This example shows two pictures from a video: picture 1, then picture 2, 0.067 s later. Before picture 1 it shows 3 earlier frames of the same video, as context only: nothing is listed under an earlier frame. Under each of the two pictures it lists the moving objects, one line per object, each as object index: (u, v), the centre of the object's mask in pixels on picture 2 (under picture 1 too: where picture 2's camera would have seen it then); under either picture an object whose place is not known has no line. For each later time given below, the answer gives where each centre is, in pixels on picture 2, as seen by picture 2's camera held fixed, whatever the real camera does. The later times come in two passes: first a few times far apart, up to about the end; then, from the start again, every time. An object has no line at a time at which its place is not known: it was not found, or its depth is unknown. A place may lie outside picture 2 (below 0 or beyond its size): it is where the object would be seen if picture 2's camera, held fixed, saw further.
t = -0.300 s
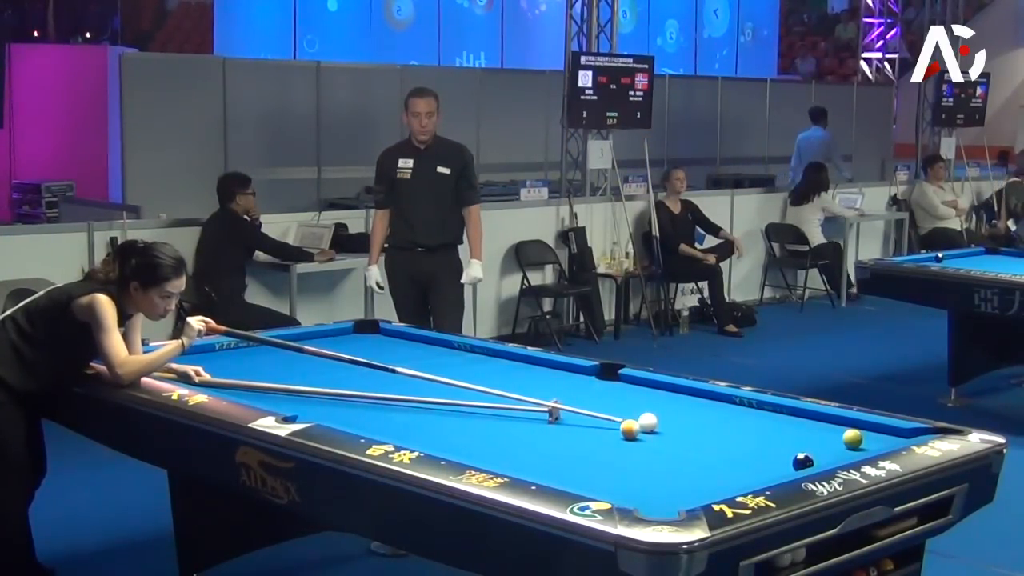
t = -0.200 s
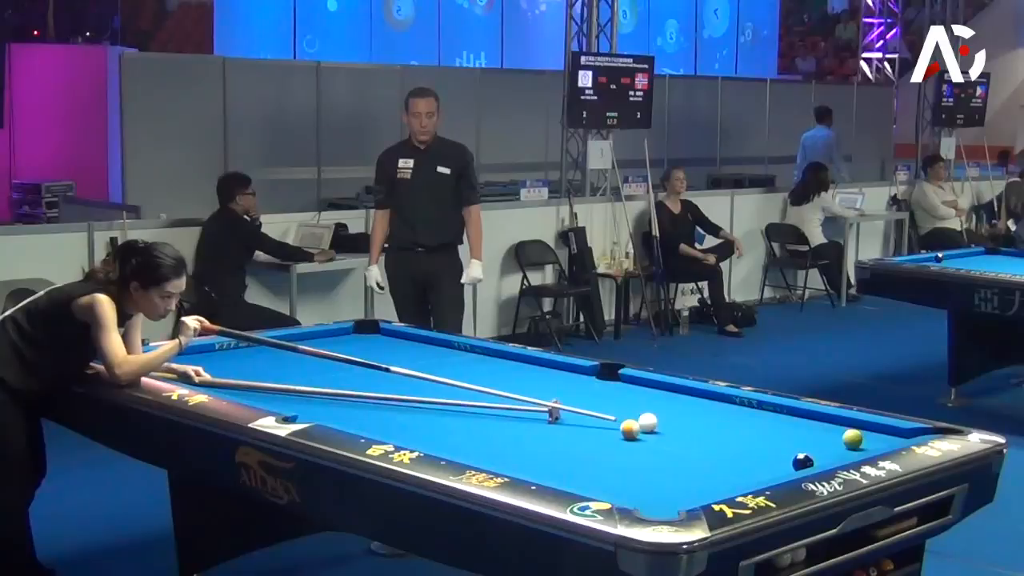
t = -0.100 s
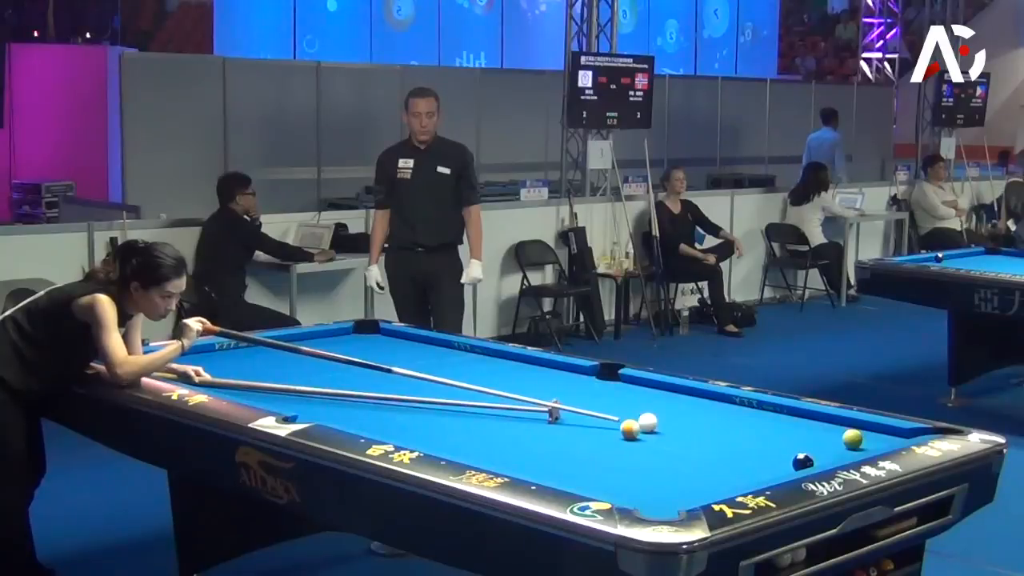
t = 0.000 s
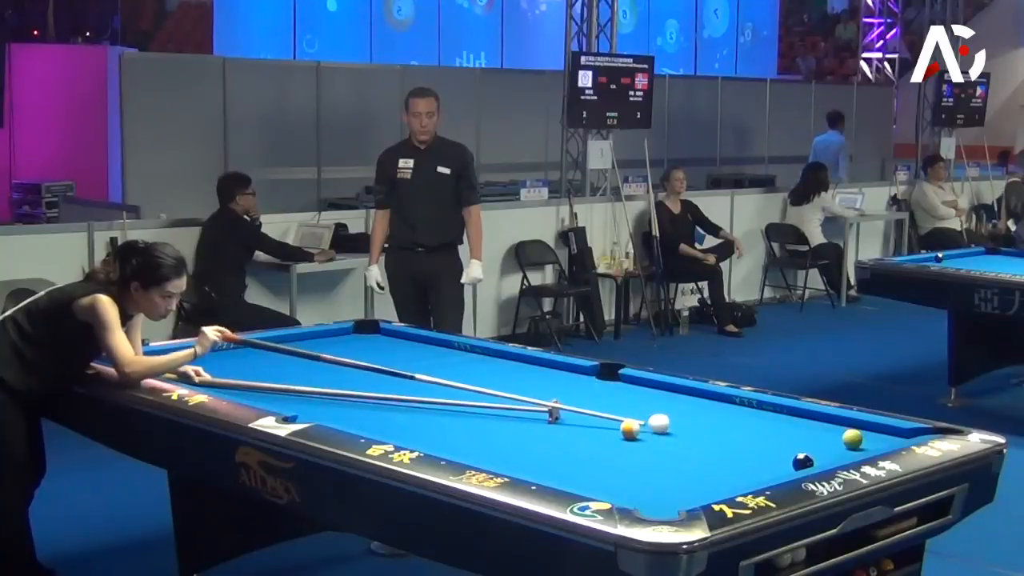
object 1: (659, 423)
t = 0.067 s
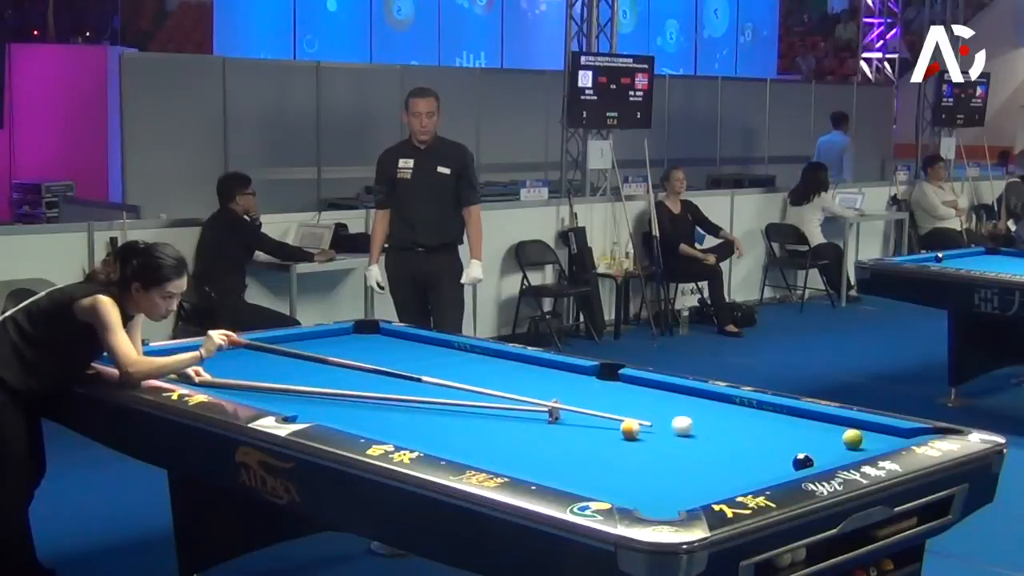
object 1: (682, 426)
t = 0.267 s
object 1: (735, 431)
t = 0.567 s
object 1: (800, 437)
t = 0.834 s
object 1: (847, 443)
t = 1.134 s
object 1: (864, 445)
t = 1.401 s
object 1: (847, 445)
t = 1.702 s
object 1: (830, 442)
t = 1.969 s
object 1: (818, 440)
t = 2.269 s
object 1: (806, 438)
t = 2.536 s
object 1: (798, 437)
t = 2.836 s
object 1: (791, 437)
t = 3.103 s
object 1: (788, 436)
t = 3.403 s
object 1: (787, 436)
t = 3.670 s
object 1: (787, 436)
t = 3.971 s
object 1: (787, 436)
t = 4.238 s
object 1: (787, 436)
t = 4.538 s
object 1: (787, 436)
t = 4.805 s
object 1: (787, 436)
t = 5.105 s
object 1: (787, 436)
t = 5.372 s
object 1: (787, 436)
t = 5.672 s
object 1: (787, 436)
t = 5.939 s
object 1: (787, 436)
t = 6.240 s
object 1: (787, 436)
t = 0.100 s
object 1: (692, 426)
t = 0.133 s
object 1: (702, 427)
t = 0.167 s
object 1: (711, 428)
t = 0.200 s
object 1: (720, 429)
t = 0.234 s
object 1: (728, 430)
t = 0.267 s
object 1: (735, 431)
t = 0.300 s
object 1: (742, 432)
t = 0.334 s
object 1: (749, 432)
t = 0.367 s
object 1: (757, 433)
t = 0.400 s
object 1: (764, 433)
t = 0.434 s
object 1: (771, 434)
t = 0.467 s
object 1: (778, 435)
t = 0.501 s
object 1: (785, 436)
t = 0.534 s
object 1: (793, 436)
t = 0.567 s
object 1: (800, 437)
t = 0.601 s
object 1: (807, 438)
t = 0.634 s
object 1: (814, 438)
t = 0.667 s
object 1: (821, 439)
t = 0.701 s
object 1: (828, 440)
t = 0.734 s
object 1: (835, 441)
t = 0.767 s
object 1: (839, 442)
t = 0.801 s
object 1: (843, 443)
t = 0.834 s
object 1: (847, 443)
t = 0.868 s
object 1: (850, 444)
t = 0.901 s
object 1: (854, 445)
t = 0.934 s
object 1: (857, 445)
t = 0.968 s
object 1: (862, 445)
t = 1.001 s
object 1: (865, 445)
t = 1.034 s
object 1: (868, 445)
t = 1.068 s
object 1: (869, 446)
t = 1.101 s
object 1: (866, 445)
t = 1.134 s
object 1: (864, 445)
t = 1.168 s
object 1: (861, 445)
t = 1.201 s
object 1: (859, 445)
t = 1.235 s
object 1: (857, 445)
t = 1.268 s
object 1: (855, 445)
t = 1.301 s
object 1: (853, 445)
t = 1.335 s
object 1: (851, 445)
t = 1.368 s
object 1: (849, 445)
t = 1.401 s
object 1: (847, 445)
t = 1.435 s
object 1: (845, 445)
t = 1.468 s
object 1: (843, 445)
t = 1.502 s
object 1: (841, 444)
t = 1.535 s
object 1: (839, 444)
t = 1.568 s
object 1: (837, 444)
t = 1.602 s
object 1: (835, 443)
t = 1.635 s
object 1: (834, 443)
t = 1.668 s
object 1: (832, 443)
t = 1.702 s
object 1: (830, 442)
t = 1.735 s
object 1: (829, 442)
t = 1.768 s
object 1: (827, 442)
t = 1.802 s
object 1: (825, 442)
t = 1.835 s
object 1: (824, 442)
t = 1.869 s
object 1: (822, 441)
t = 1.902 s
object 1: (821, 441)
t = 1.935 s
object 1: (819, 440)
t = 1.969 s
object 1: (818, 440)
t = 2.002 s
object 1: (816, 440)
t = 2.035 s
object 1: (815, 440)
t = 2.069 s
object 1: (813, 440)
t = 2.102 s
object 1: (812, 440)
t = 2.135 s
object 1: (811, 439)
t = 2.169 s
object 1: (810, 439)
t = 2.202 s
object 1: (808, 439)
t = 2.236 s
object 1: (807, 439)
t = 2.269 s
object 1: (806, 438)
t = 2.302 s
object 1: (805, 438)
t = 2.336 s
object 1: (804, 438)
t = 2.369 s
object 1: (803, 438)
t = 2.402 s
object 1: (802, 438)
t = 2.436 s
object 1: (801, 438)
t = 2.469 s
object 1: (800, 438)
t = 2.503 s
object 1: (799, 438)
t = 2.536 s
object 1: (798, 437)
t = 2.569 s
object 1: (797, 437)
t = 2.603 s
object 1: (796, 437)
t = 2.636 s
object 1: (795, 437)
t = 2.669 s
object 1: (795, 437)
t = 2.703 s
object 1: (794, 437)
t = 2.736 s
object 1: (793, 437)
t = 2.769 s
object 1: (793, 437)
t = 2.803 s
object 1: (792, 437)
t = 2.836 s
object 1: (791, 437)
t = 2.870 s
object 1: (791, 437)
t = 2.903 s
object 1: (790, 436)
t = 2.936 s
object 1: (790, 436)
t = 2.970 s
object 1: (789, 436)
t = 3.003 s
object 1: (789, 436)
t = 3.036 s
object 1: (789, 436)
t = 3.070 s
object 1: (788, 436)
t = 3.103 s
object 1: (788, 436)
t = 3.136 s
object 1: (788, 436)
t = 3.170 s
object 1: (787, 436)
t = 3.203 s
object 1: (787, 436)
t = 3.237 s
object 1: (787, 436)
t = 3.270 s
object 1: (787, 436)
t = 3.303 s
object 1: (787, 436)
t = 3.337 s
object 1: (787, 436)
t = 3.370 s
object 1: (787, 436)
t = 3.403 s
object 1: (787, 436)
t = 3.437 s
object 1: (787, 436)
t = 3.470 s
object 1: (787, 436)
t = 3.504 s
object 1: (787, 436)
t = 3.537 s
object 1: (787, 436)
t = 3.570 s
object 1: (787, 436)
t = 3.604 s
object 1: (787, 436)
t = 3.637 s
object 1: (787, 436)
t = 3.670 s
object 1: (787, 436)
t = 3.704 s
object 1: (787, 436)
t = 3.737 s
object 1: (787, 436)
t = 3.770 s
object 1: (787, 436)
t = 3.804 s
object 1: (787, 436)
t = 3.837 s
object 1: (787, 436)
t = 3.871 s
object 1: (787, 436)
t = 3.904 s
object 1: (787, 436)
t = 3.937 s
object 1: (787, 436)
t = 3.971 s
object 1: (787, 436)
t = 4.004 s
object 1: (787, 436)
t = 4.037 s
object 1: (787, 436)
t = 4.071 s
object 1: (787, 436)
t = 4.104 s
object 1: (787, 436)
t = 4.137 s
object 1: (787, 436)
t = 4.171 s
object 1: (787, 436)
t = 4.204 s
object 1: (787, 436)
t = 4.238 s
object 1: (787, 436)
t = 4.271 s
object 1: (787, 436)
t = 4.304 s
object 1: (787, 436)
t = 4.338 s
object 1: (787, 436)
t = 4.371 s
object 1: (787, 436)
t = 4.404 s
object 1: (787, 436)
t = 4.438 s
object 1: (787, 436)
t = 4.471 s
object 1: (787, 436)
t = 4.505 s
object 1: (787, 436)
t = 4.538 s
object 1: (787, 436)
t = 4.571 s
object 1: (787, 436)
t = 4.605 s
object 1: (787, 436)
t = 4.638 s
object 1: (787, 436)
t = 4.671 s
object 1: (787, 436)
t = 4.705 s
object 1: (787, 436)
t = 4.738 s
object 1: (787, 436)
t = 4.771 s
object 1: (787, 436)
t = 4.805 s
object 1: (787, 436)
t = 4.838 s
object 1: (787, 436)
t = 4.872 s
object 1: (787, 436)
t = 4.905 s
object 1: (787, 436)
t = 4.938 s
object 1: (787, 436)
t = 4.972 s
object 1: (787, 436)
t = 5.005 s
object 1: (787, 436)
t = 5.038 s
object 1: (787, 436)
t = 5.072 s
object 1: (787, 436)
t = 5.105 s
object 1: (787, 436)
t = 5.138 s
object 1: (787, 436)
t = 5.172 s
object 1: (787, 436)
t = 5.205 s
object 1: (787, 436)
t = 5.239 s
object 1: (787, 436)
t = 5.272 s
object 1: (787, 436)
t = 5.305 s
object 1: (787, 436)
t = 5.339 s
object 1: (787, 436)
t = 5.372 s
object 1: (787, 436)
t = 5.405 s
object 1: (787, 436)
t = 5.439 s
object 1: (787, 436)
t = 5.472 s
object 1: (787, 436)
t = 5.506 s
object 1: (787, 436)
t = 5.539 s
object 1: (787, 436)
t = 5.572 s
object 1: (787, 436)
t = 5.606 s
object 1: (787, 436)
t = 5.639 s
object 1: (787, 436)
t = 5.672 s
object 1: (787, 436)
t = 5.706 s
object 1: (787, 436)
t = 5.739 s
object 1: (787, 436)
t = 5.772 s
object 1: (787, 436)
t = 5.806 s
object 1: (787, 436)
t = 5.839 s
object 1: (787, 436)
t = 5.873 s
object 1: (787, 436)
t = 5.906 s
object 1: (787, 436)
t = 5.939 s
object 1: (787, 436)
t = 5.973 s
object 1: (787, 436)
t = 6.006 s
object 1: (787, 436)
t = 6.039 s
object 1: (787, 436)
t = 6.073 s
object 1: (787, 436)
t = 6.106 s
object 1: (787, 436)
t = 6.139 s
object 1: (787, 436)
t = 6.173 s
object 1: (787, 436)
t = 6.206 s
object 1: (787, 436)
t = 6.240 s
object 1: (787, 436)
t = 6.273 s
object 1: (787, 436)
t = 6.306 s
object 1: (787, 436)
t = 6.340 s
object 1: (787, 436)
